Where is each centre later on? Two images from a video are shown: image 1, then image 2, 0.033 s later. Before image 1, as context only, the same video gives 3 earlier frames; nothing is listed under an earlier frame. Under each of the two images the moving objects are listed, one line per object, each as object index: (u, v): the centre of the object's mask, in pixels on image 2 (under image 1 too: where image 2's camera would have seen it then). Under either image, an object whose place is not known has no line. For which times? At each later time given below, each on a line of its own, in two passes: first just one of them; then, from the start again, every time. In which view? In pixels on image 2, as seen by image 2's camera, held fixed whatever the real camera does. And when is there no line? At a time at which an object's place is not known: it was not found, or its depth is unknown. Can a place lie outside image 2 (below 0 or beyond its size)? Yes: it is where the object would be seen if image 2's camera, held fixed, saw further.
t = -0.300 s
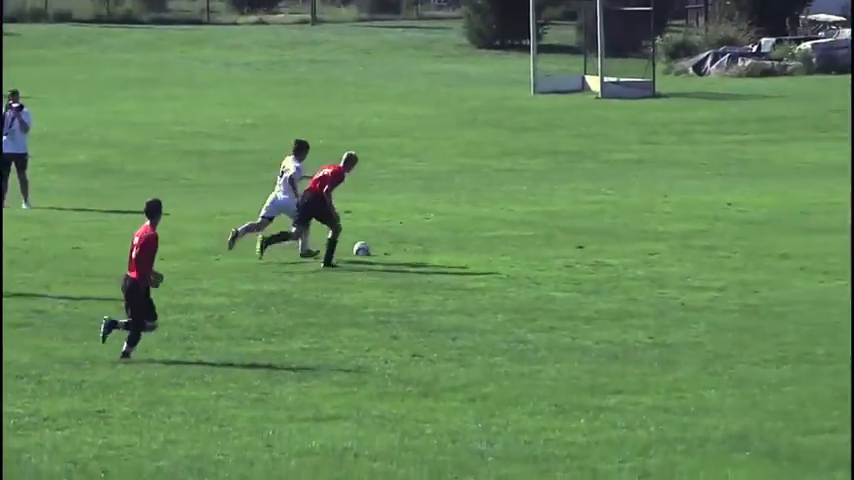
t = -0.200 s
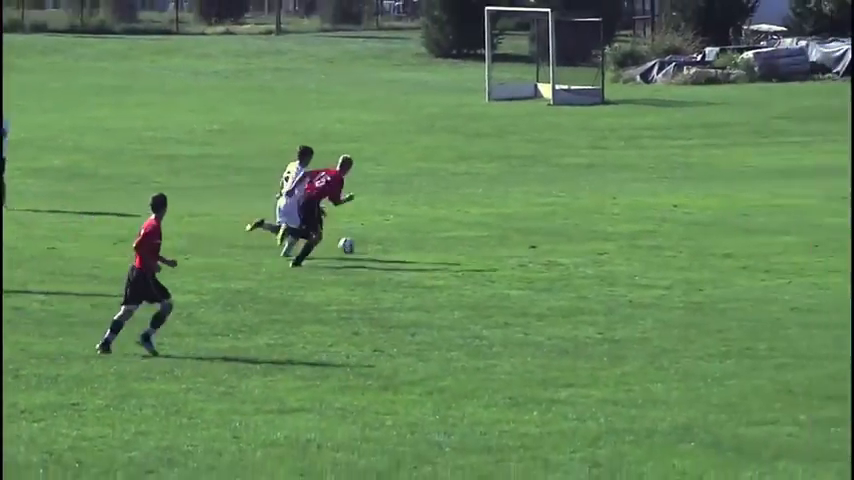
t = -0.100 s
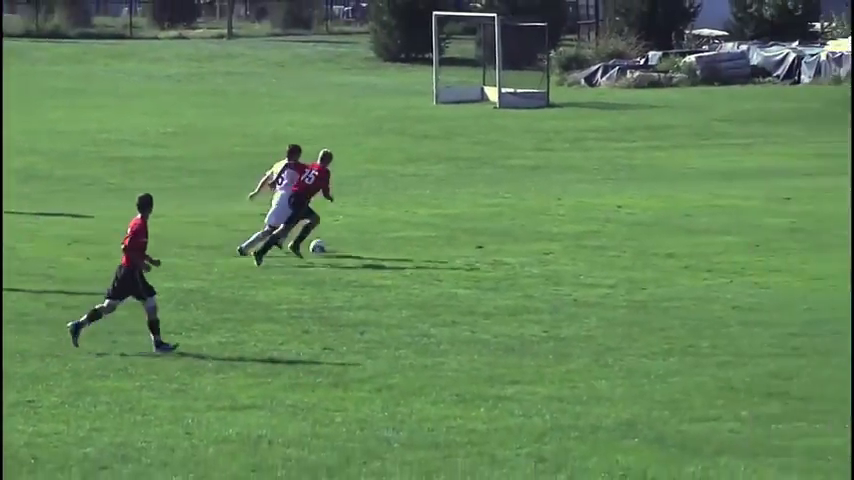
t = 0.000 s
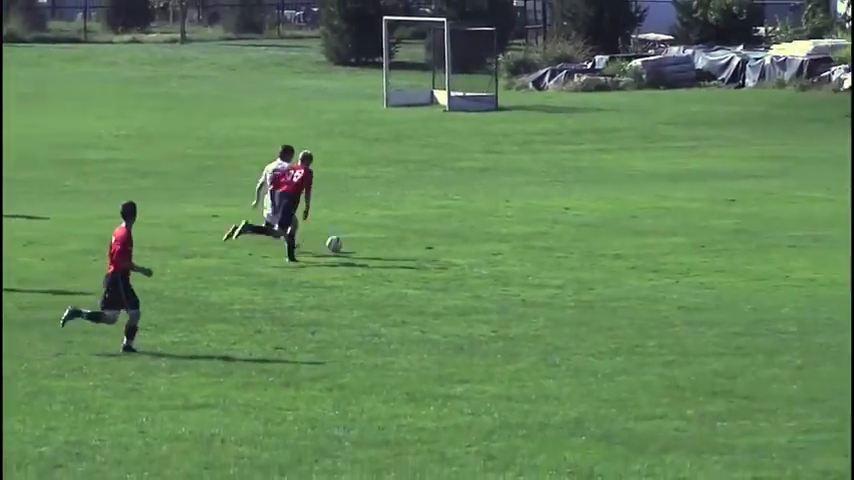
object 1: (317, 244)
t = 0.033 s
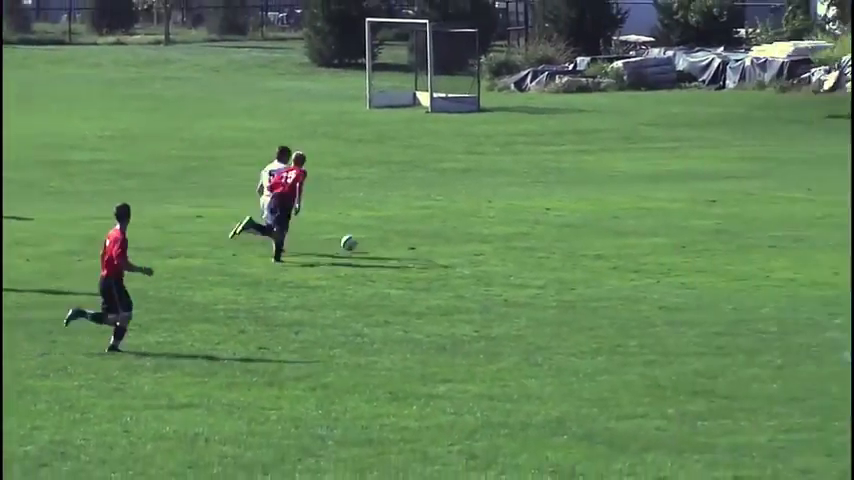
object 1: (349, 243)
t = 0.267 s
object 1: (555, 246)
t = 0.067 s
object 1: (380, 242)
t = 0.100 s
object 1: (411, 242)
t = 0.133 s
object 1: (441, 242)
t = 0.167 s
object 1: (472, 244)
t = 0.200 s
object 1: (502, 245)
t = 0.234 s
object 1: (530, 246)
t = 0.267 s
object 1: (555, 246)
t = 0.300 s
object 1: (575, 245)
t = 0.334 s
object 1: (594, 244)
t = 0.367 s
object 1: (612, 243)
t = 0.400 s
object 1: (631, 243)
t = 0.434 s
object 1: (649, 244)
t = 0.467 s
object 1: (667, 245)
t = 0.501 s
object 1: (684, 244)
